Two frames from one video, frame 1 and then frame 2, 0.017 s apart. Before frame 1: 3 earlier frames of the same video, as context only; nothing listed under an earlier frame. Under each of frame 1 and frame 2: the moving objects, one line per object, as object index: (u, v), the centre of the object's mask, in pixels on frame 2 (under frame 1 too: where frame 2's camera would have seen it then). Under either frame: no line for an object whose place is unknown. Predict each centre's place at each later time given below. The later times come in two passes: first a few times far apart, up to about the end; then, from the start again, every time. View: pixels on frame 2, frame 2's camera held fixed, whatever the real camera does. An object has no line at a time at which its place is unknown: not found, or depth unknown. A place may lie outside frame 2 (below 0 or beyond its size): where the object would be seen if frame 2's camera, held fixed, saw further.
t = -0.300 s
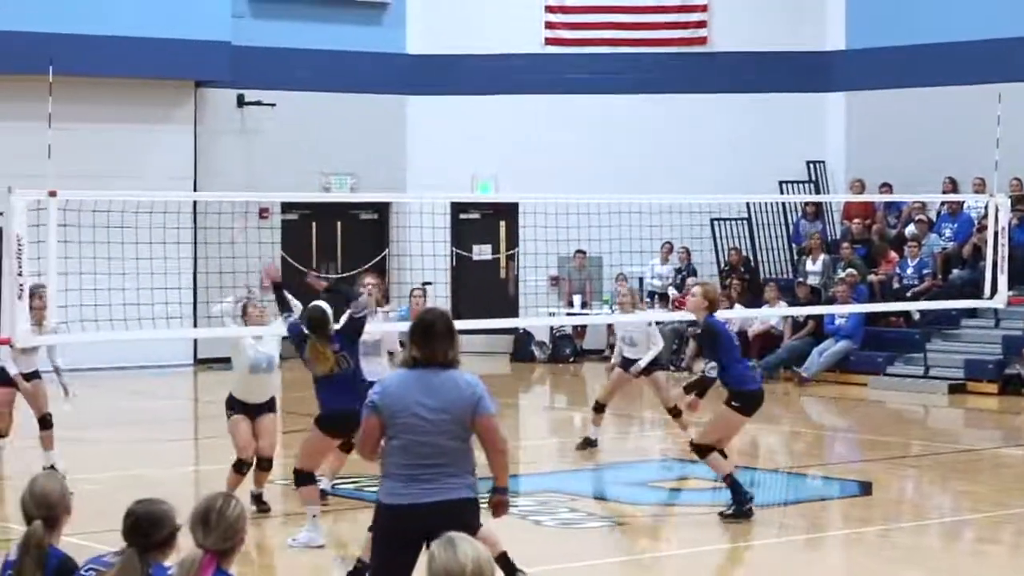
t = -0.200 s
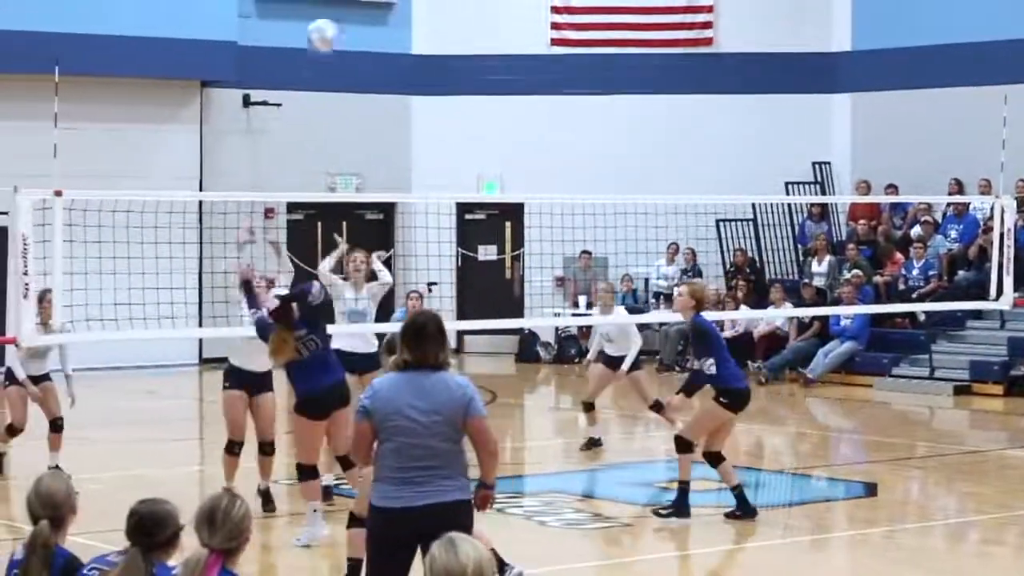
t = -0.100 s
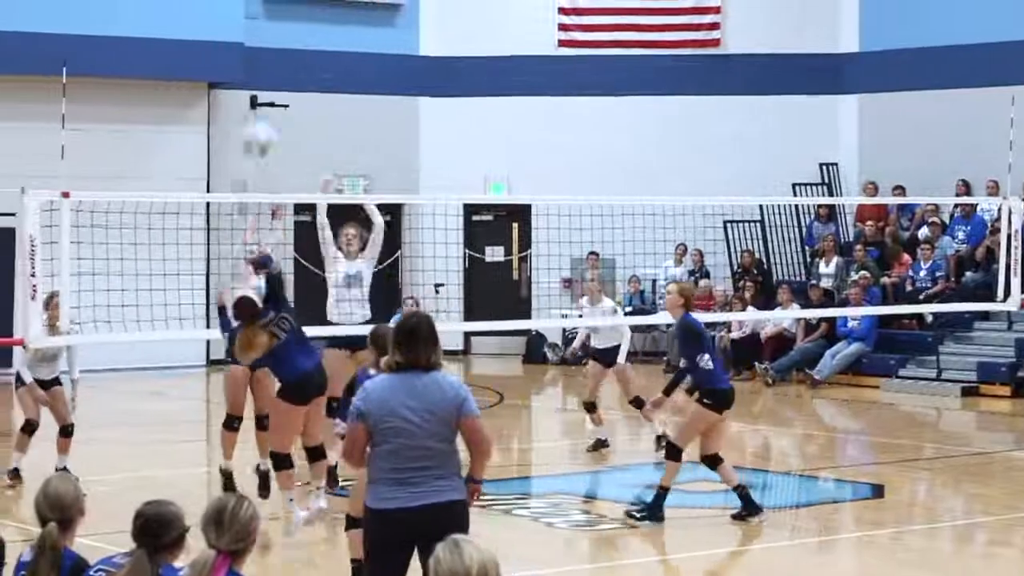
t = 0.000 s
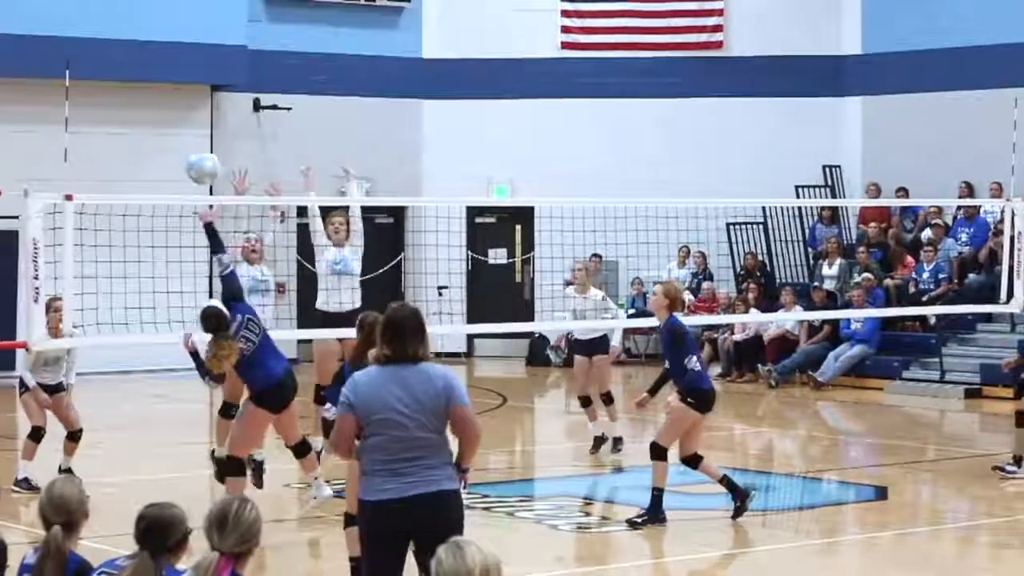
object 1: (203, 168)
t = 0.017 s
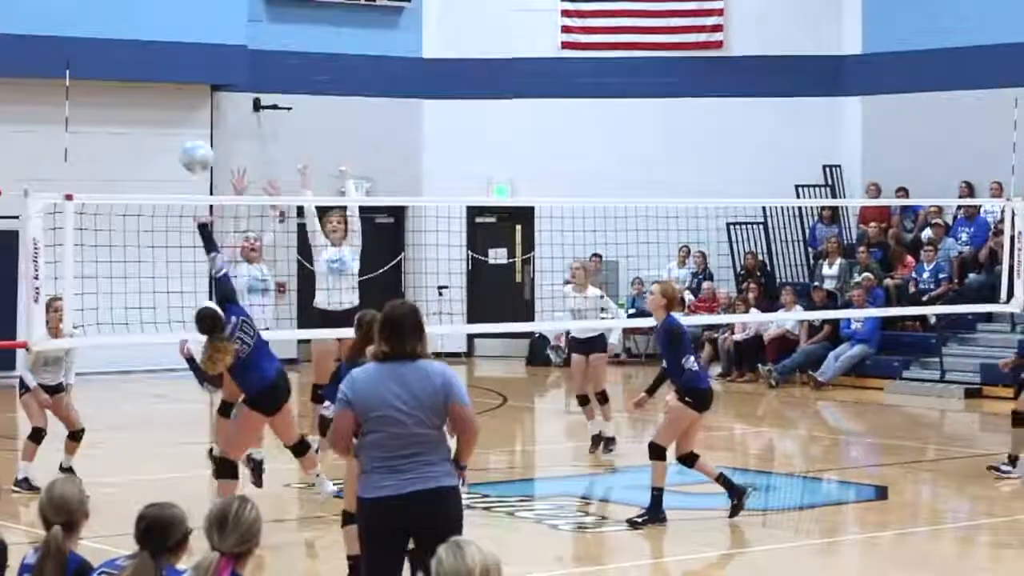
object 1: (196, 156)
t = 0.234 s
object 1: (110, 55)
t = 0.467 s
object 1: (28, 23)
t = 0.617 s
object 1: (-14, 47)
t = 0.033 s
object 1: (190, 145)
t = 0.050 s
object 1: (182, 134)
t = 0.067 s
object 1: (175, 125)
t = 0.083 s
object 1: (168, 116)
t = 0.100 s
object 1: (163, 105)
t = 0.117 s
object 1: (155, 99)
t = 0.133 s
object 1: (148, 91)
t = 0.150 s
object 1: (141, 83)
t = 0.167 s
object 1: (135, 76)
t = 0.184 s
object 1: (128, 70)
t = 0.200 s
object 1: (122, 65)
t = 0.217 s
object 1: (116, 60)
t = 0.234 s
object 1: (110, 55)
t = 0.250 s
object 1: (103, 50)
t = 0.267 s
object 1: (97, 46)
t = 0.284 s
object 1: (90, 41)
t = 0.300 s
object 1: (85, 38)
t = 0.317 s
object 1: (79, 35)
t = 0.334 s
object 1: (73, 32)
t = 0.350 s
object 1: (67, 29)
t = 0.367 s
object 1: (61, 27)
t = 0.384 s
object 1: (54, 25)
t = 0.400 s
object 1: (49, 24)
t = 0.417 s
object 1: (43, 23)
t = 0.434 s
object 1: (39, 23)
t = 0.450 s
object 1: (33, 23)
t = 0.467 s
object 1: (28, 23)
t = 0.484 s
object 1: (23, 25)
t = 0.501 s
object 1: (18, 26)
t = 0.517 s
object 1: (13, 28)
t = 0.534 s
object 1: (9, 30)
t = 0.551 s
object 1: (4, 33)
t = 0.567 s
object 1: (-1, 36)
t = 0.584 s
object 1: (-5, 39)
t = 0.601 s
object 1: (-10, 43)
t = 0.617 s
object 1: (-14, 47)
